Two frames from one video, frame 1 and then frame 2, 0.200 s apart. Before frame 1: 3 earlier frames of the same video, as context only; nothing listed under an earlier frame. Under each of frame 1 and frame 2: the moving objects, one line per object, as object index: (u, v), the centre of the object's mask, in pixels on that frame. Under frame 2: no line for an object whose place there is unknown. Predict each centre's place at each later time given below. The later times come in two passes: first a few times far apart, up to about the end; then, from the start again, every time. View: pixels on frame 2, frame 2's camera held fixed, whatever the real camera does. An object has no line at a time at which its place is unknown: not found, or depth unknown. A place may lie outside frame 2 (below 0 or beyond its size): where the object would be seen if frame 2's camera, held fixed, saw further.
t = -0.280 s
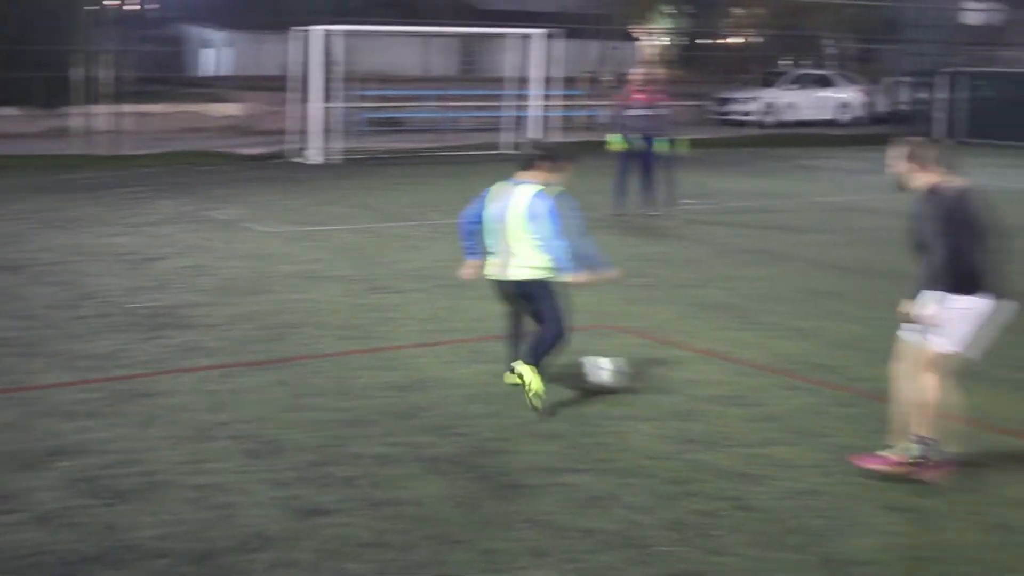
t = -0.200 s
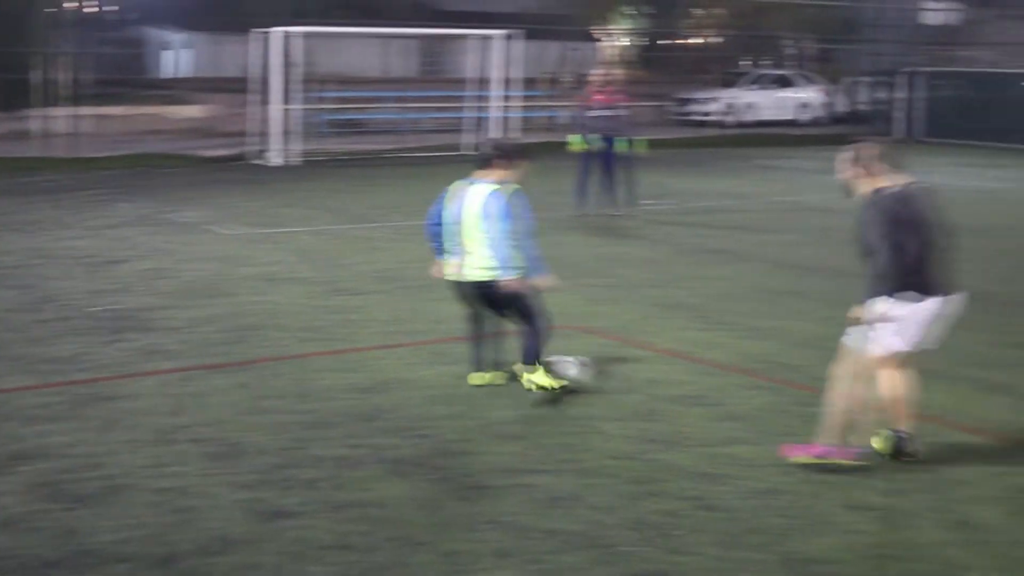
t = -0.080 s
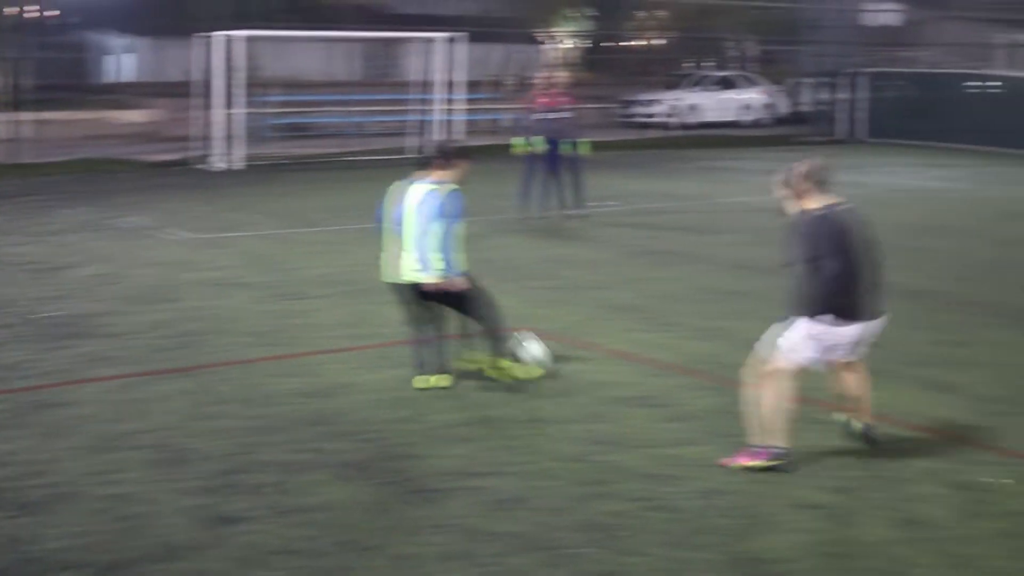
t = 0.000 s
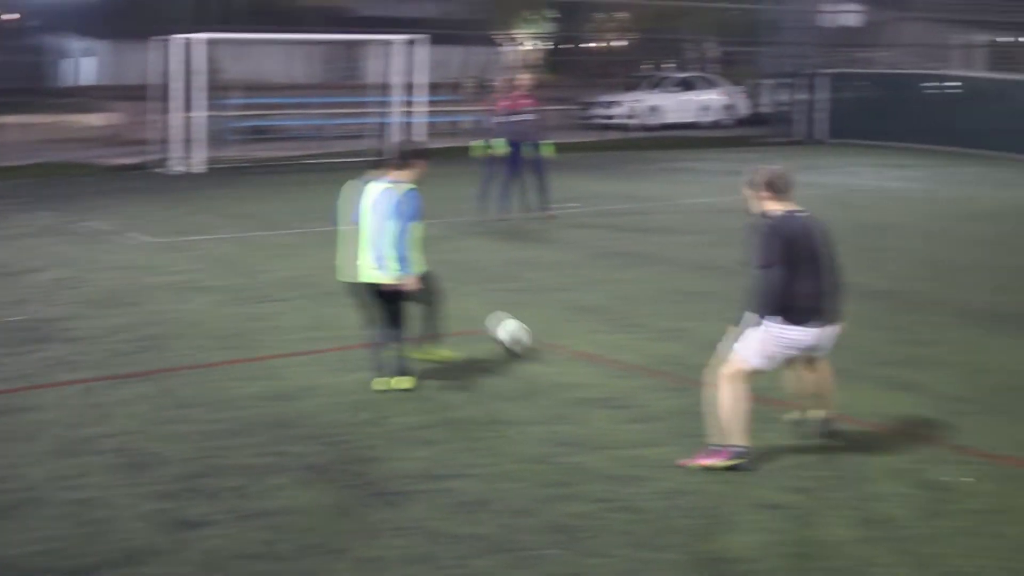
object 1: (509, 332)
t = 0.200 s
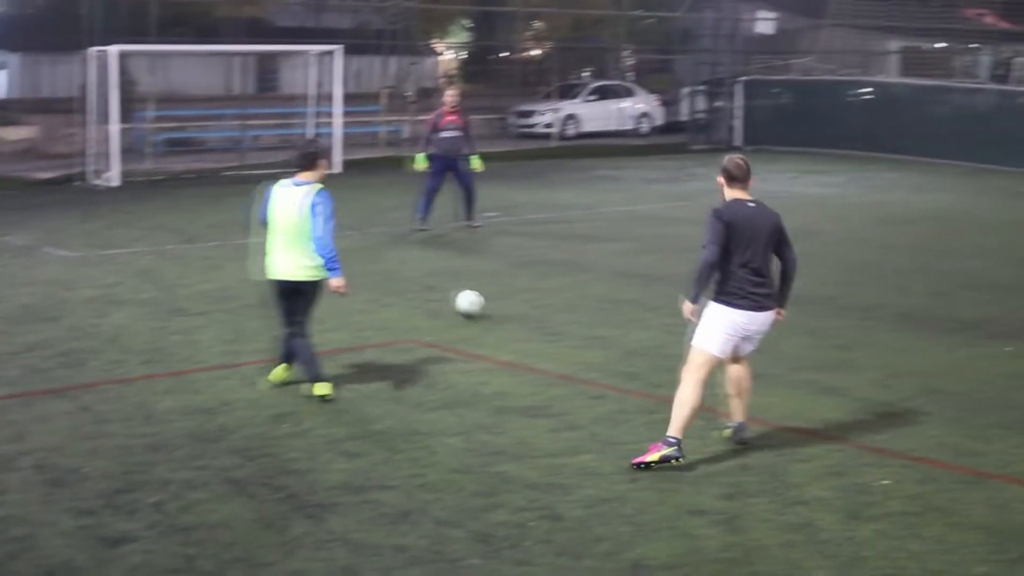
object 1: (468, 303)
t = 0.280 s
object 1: (480, 289)
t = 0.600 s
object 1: (510, 257)
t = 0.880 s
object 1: (525, 240)
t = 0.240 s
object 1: (473, 297)
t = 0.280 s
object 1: (480, 289)
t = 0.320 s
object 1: (484, 282)
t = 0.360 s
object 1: (489, 278)
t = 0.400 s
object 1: (493, 276)
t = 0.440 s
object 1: (497, 271)
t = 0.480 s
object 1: (500, 266)
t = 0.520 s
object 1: (504, 263)
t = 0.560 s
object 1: (507, 261)
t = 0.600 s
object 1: (510, 257)
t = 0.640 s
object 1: (512, 253)
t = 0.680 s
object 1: (515, 251)
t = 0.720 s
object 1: (517, 250)
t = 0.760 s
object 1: (520, 246)
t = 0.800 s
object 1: (521, 243)
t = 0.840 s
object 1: (523, 242)
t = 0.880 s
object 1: (525, 240)
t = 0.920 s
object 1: (527, 236)
